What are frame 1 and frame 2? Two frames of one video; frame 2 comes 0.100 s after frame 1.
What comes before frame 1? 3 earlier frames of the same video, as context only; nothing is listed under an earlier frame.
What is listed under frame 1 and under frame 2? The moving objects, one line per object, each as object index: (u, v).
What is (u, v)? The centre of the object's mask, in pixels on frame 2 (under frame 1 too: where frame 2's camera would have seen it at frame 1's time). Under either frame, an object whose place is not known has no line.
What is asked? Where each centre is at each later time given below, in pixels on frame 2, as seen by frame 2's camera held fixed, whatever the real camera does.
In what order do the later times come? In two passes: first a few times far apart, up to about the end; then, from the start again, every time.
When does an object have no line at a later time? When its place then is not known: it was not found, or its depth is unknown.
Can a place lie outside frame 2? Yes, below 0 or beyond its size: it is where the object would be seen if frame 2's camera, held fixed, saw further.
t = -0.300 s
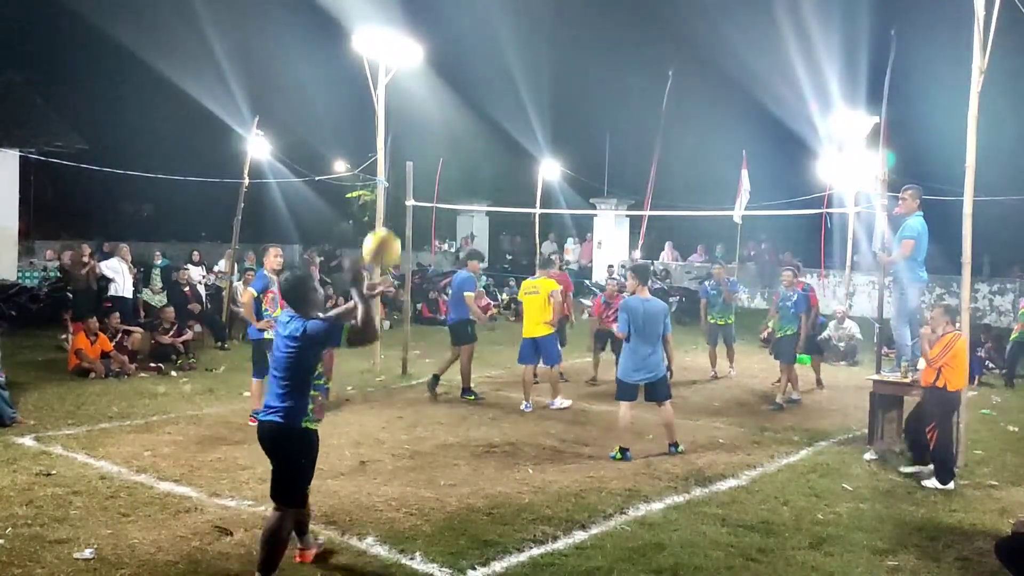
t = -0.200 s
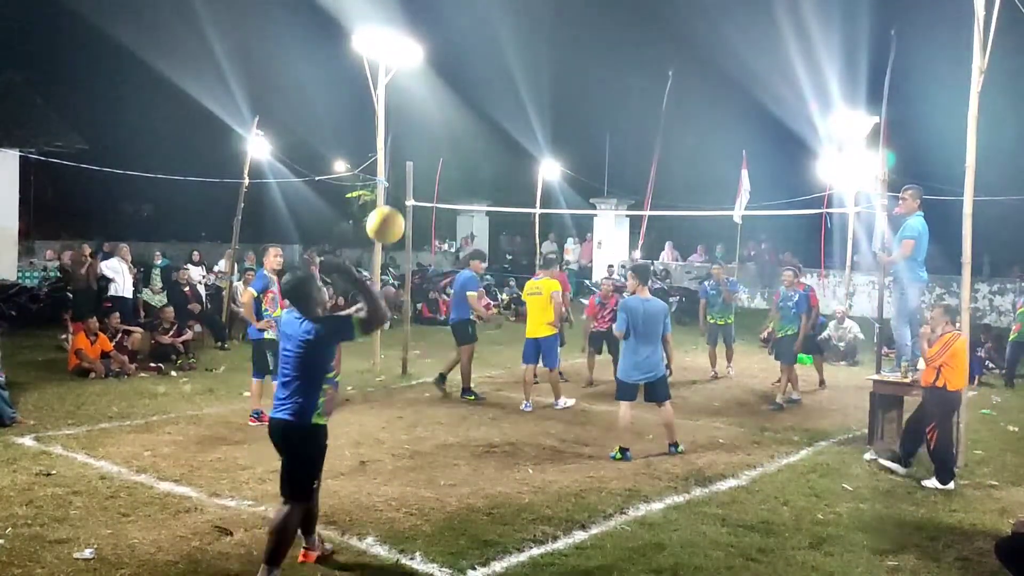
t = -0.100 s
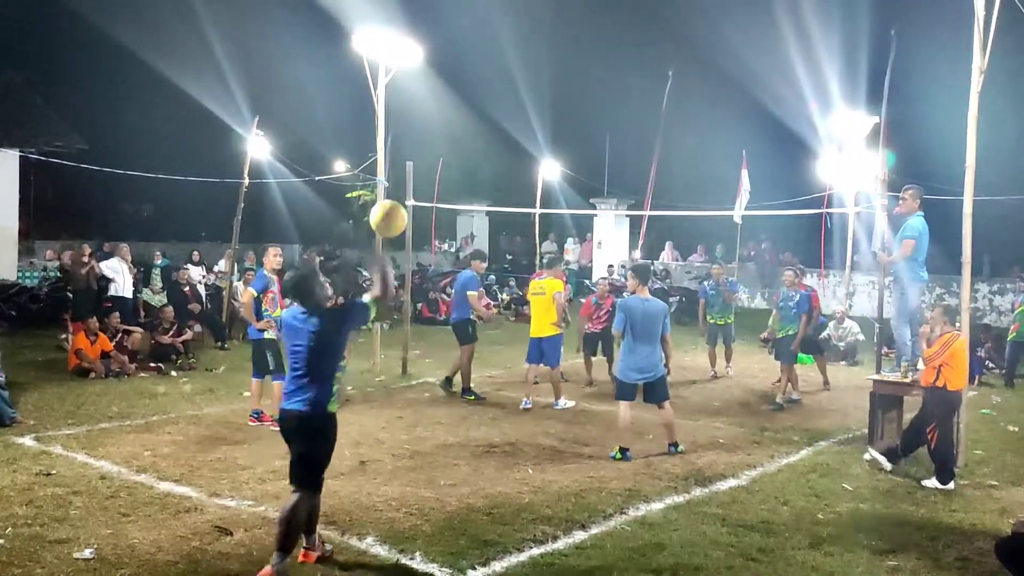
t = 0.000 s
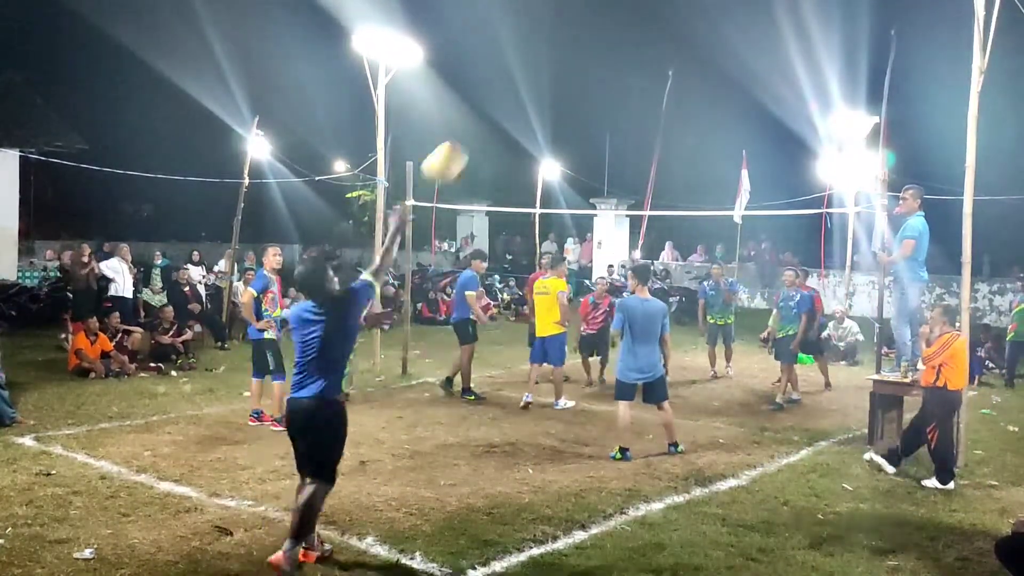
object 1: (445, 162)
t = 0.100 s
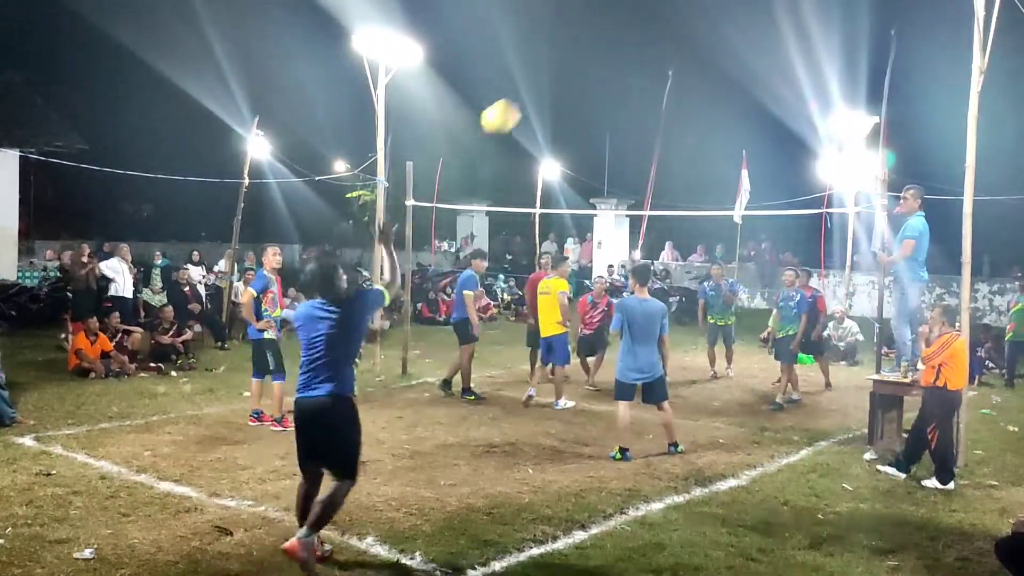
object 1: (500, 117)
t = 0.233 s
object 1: (558, 91)
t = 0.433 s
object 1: (618, 98)
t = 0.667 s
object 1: (661, 149)
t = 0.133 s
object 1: (517, 107)
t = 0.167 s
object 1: (531, 100)
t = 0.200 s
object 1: (545, 94)
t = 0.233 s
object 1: (558, 91)
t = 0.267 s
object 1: (570, 89)
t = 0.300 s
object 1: (581, 88)
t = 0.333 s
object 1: (592, 89)
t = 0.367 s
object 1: (601, 91)
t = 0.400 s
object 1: (610, 94)
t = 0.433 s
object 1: (618, 98)
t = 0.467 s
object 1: (626, 103)
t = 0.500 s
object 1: (633, 108)
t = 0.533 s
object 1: (639, 115)
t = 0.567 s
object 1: (645, 122)
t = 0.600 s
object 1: (651, 130)
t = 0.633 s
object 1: (656, 139)
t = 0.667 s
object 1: (661, 149)
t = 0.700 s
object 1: (666, 159)
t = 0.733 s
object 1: (670, 169)
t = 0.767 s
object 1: (674, 180)
